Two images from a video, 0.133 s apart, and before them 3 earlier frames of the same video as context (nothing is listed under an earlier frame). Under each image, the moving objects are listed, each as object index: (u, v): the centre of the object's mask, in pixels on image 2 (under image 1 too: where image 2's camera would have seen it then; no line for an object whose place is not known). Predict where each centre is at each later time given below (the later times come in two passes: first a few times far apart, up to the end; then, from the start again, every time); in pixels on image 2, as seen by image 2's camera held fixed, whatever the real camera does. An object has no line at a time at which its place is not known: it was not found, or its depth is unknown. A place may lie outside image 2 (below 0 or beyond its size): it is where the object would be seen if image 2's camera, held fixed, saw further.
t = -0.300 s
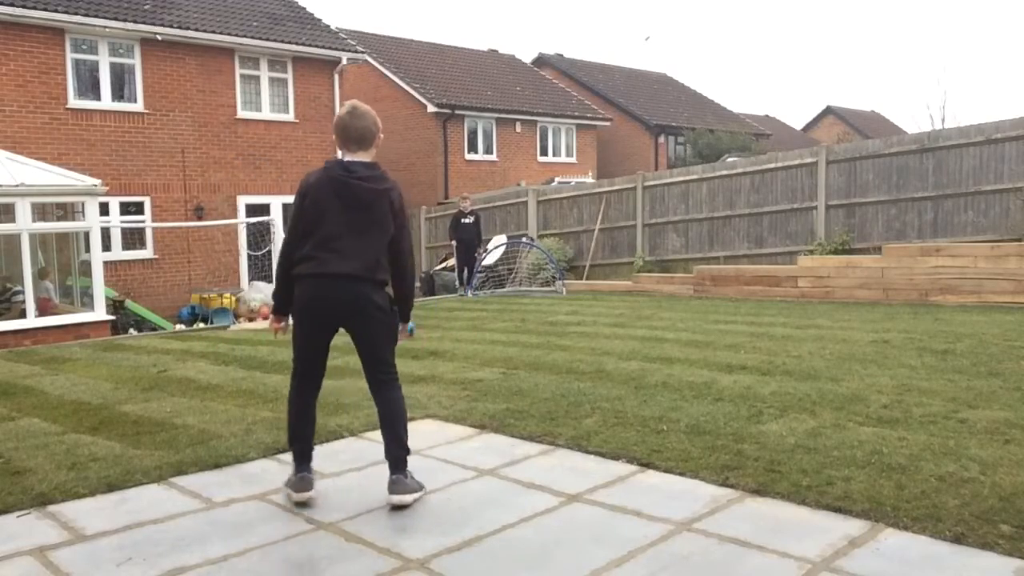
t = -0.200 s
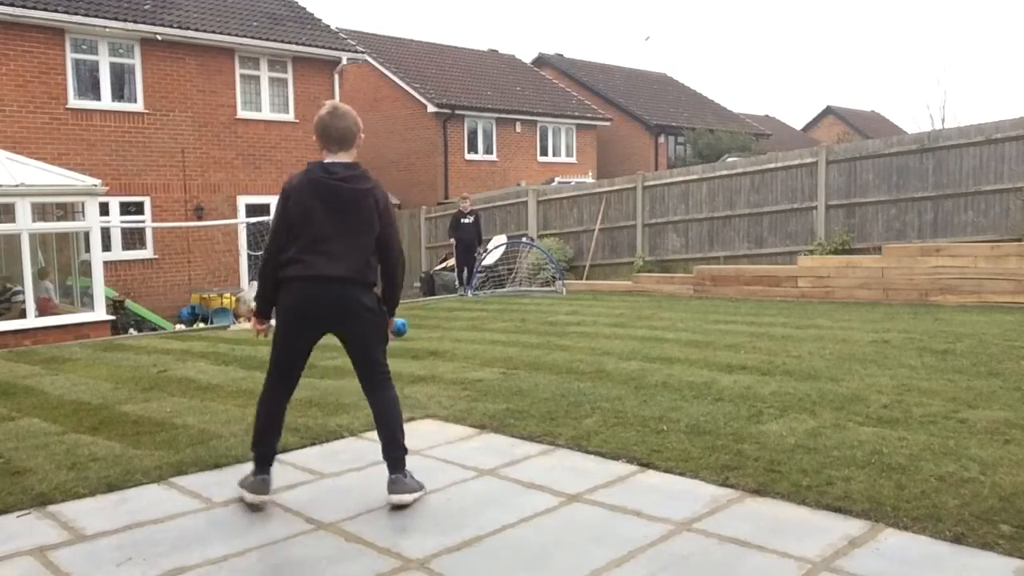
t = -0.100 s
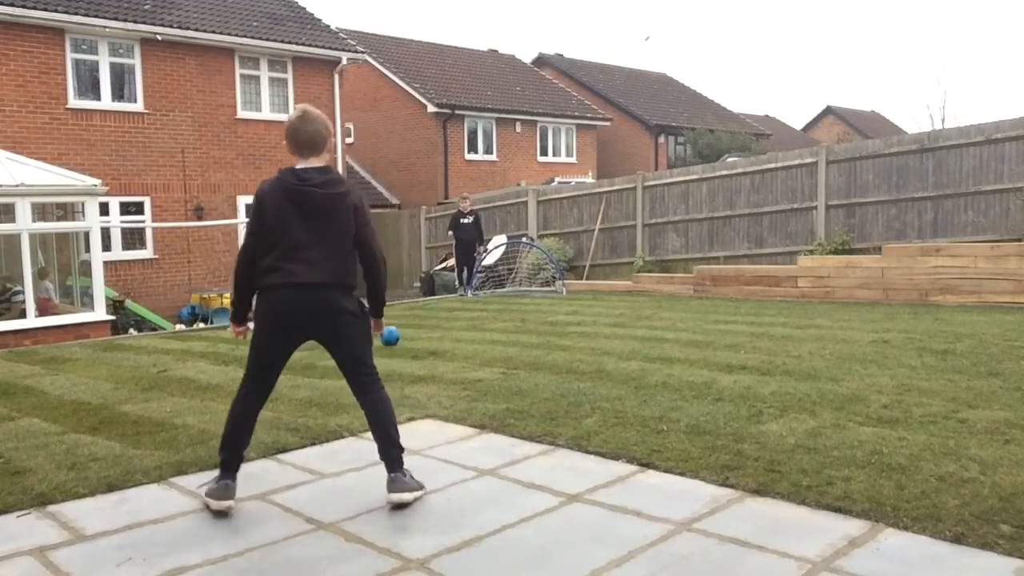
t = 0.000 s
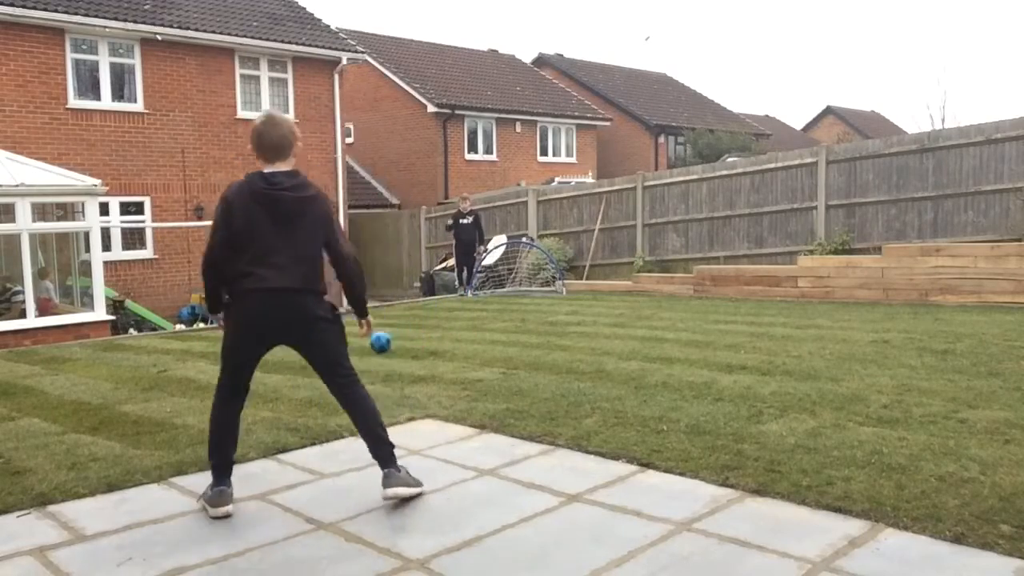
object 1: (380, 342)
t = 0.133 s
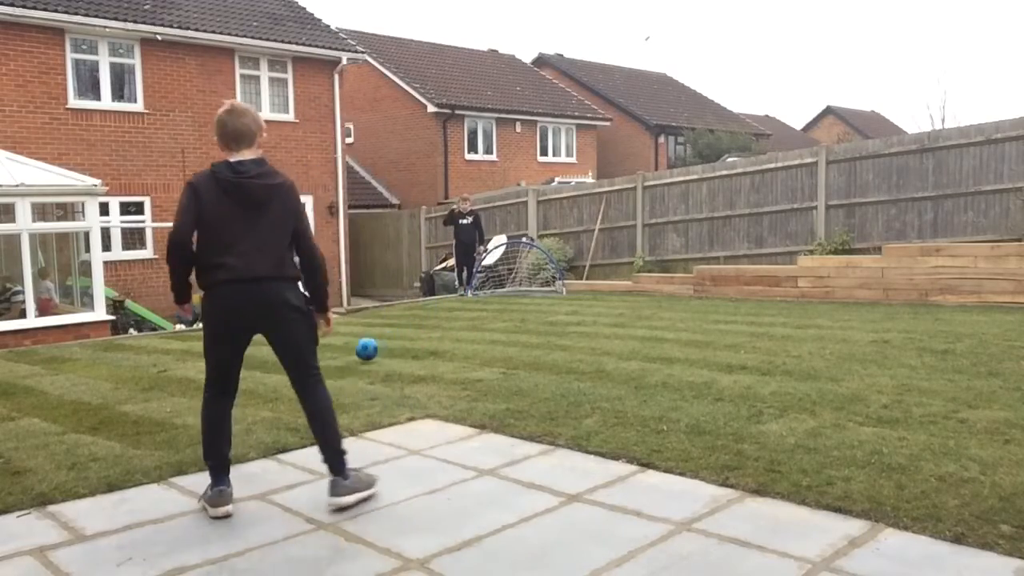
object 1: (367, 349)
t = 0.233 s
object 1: (355, 358)
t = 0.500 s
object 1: (323, 385)
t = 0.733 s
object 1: (289, 405)
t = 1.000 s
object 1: (250, 443)
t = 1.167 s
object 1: (226, 472)
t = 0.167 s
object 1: (362, 350)
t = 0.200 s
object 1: (359, 353)
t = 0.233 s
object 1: (355, 358)
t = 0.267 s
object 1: (351, 364)
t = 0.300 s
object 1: (347, 363)
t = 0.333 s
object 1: (343, 363)
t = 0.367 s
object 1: (339, 364)
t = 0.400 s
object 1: (335, 368)
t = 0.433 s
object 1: (332, 372)
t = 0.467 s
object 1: (328, 379)
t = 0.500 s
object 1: (323, 385)
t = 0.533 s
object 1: (319, 387)
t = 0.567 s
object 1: (314, 390)
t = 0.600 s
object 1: (310, 394)
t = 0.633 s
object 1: (305, 398)
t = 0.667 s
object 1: (299, 401)
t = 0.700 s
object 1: (295, 402)
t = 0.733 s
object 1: (289, 405)
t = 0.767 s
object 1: (285, 409)
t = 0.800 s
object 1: (279, 413)
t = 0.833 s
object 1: (274, 417)
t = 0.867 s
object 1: (269, 419)
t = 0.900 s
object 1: (264, 423)
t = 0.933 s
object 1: (260, 428)
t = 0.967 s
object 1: (255, 437)
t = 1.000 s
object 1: (250, 443)
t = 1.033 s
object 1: (246, 449)
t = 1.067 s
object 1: (241, 452)
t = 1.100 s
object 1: (236, 458)
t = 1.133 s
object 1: (231, 467)
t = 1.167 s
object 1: (226, 472)
